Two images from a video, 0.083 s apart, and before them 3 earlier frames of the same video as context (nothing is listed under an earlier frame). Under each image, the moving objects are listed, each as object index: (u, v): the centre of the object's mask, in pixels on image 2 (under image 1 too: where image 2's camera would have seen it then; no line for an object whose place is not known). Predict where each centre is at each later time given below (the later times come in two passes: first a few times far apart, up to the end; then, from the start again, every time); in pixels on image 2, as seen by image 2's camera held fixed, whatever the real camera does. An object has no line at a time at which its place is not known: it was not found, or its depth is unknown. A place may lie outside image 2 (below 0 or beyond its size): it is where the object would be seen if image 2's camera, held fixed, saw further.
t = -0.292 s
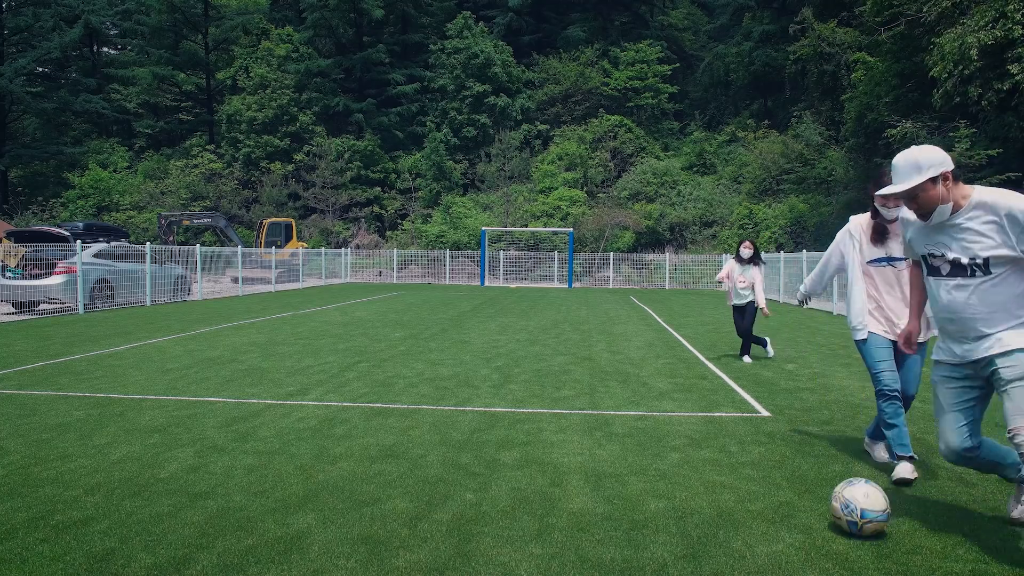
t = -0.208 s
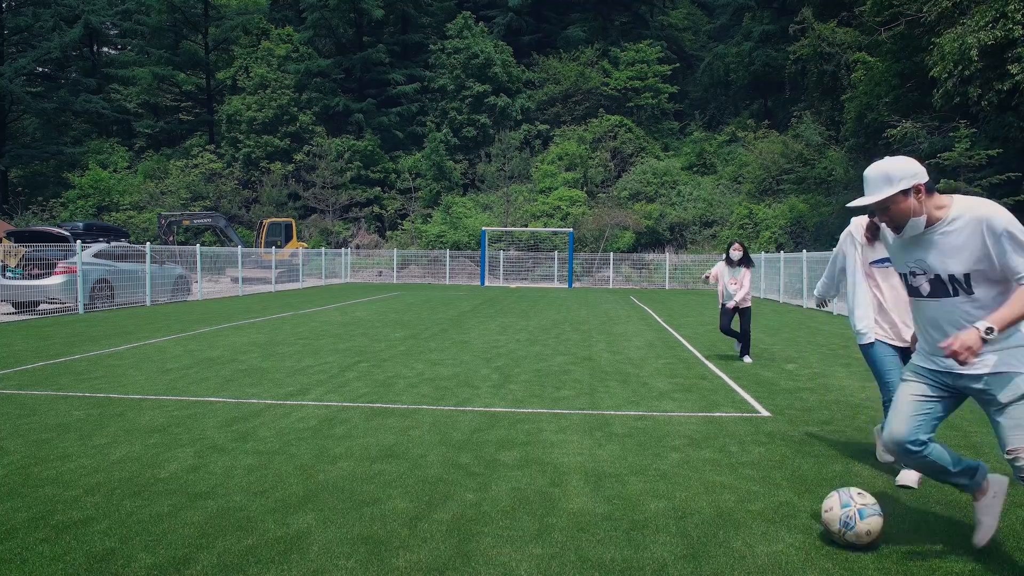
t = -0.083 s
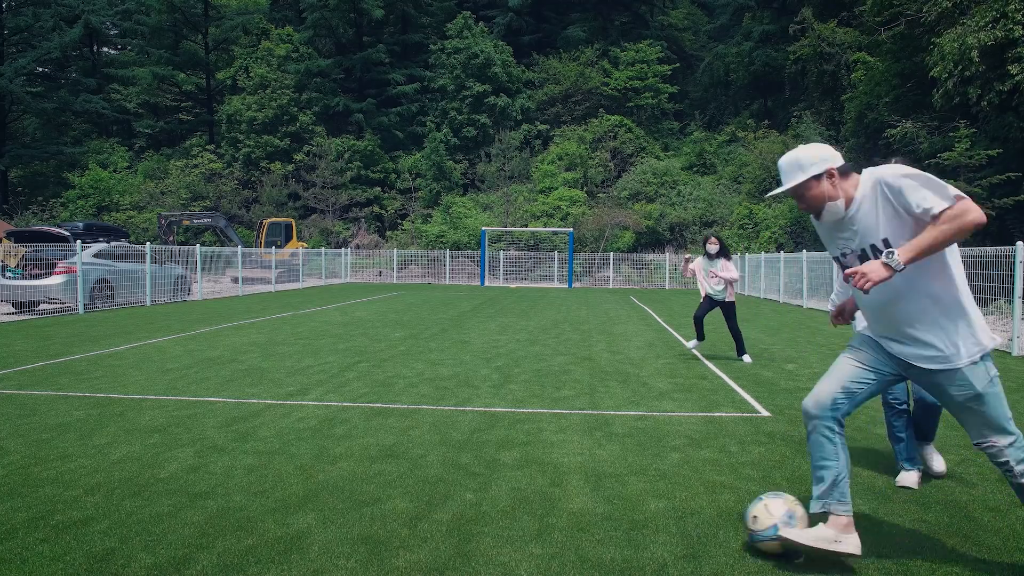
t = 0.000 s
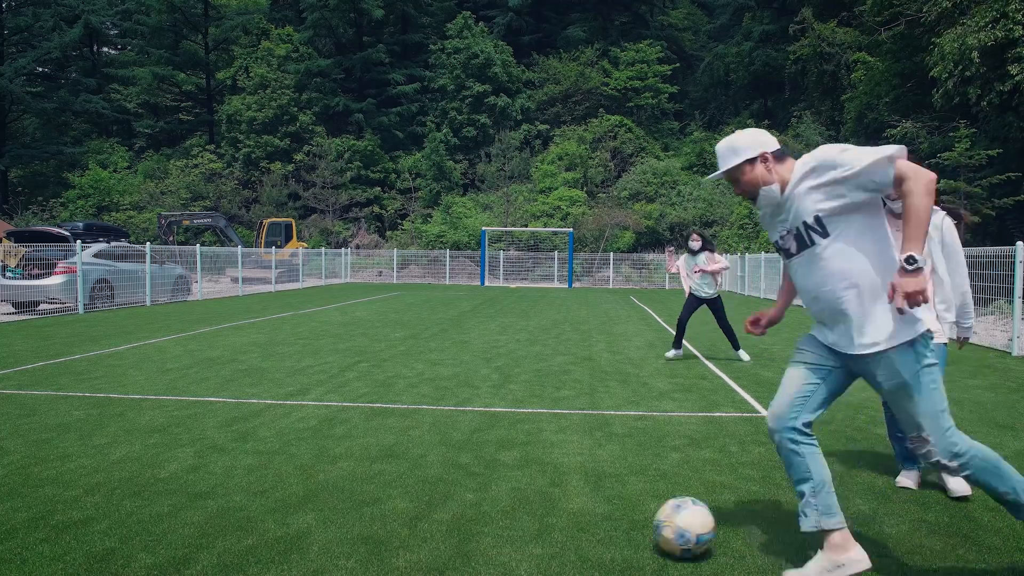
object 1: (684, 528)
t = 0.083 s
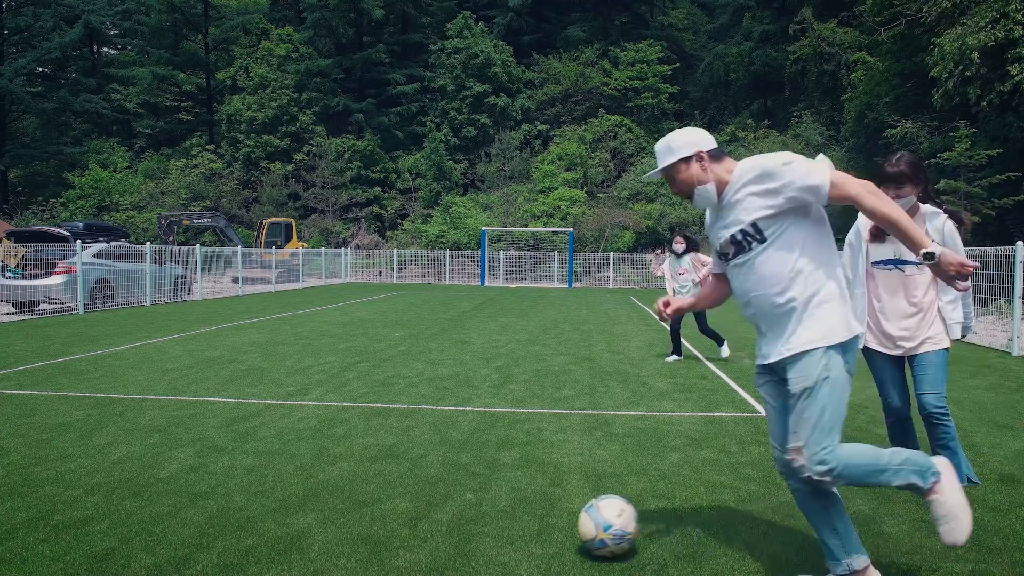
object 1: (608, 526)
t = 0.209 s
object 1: (507, 529)
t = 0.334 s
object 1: (423, 531)
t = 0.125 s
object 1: (572, 529)
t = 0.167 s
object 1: (538, 528)
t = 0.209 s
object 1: (507, 529)
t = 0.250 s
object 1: (477, 531)
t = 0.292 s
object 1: (449, 531)
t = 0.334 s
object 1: (423, 531)
